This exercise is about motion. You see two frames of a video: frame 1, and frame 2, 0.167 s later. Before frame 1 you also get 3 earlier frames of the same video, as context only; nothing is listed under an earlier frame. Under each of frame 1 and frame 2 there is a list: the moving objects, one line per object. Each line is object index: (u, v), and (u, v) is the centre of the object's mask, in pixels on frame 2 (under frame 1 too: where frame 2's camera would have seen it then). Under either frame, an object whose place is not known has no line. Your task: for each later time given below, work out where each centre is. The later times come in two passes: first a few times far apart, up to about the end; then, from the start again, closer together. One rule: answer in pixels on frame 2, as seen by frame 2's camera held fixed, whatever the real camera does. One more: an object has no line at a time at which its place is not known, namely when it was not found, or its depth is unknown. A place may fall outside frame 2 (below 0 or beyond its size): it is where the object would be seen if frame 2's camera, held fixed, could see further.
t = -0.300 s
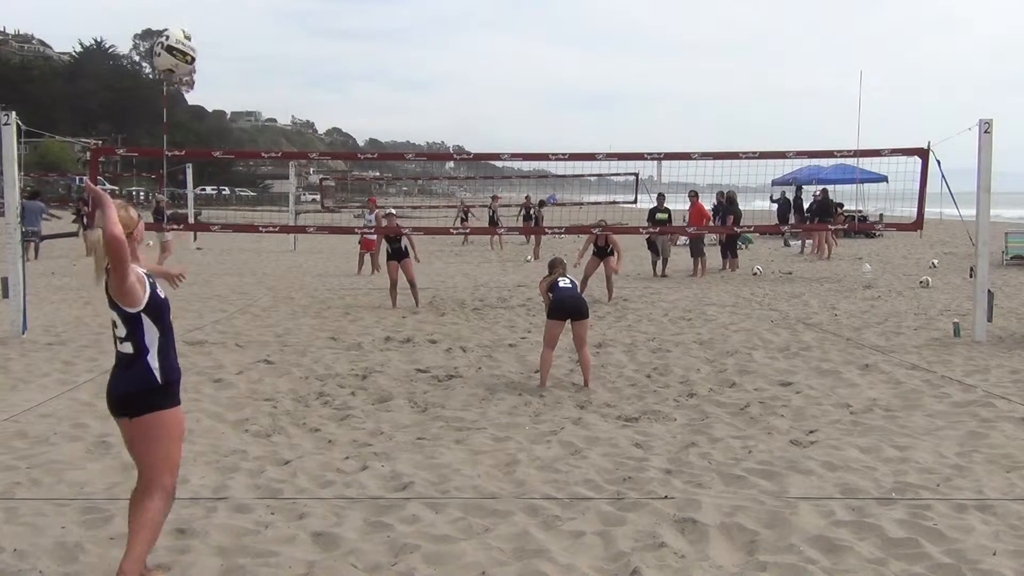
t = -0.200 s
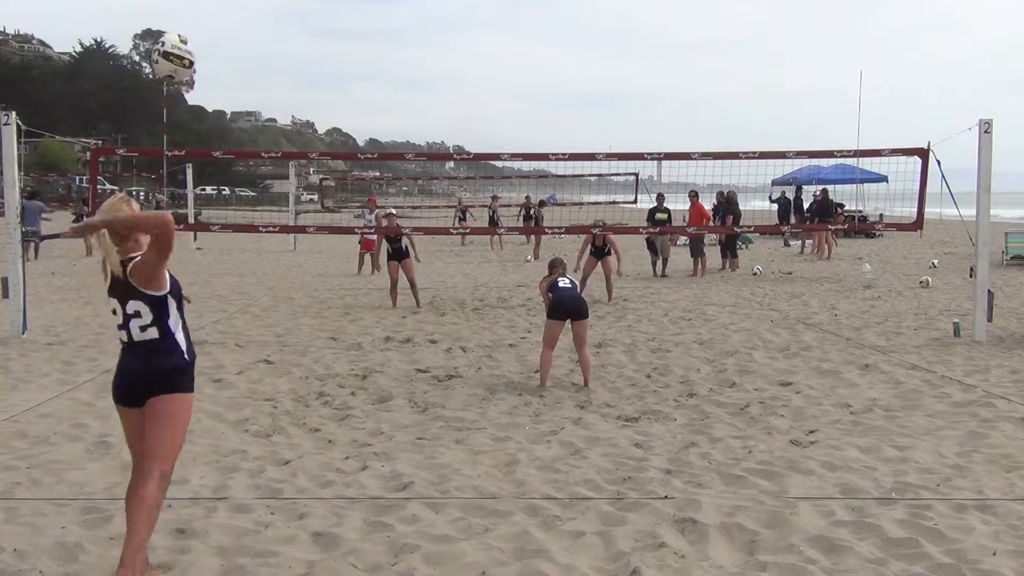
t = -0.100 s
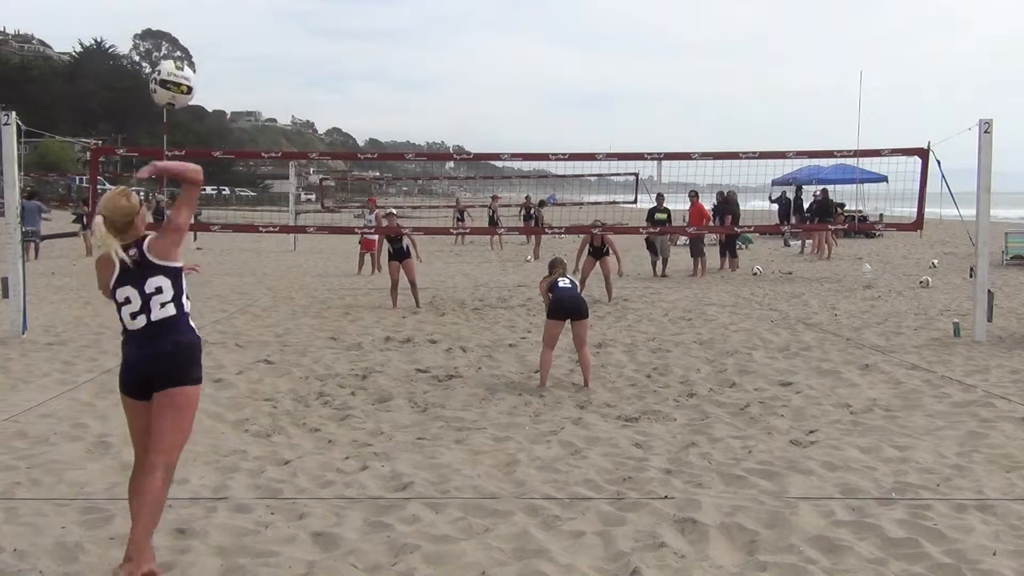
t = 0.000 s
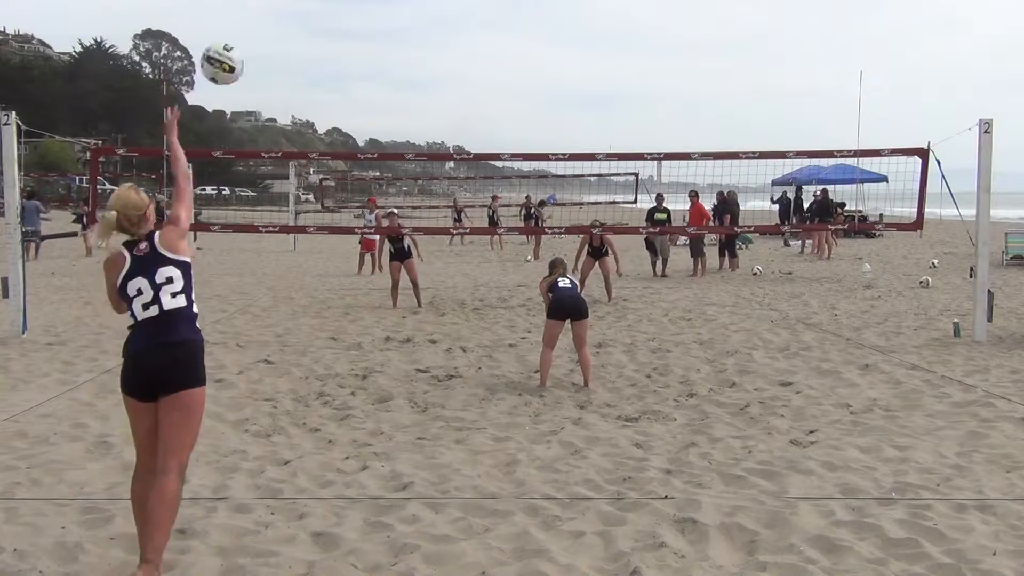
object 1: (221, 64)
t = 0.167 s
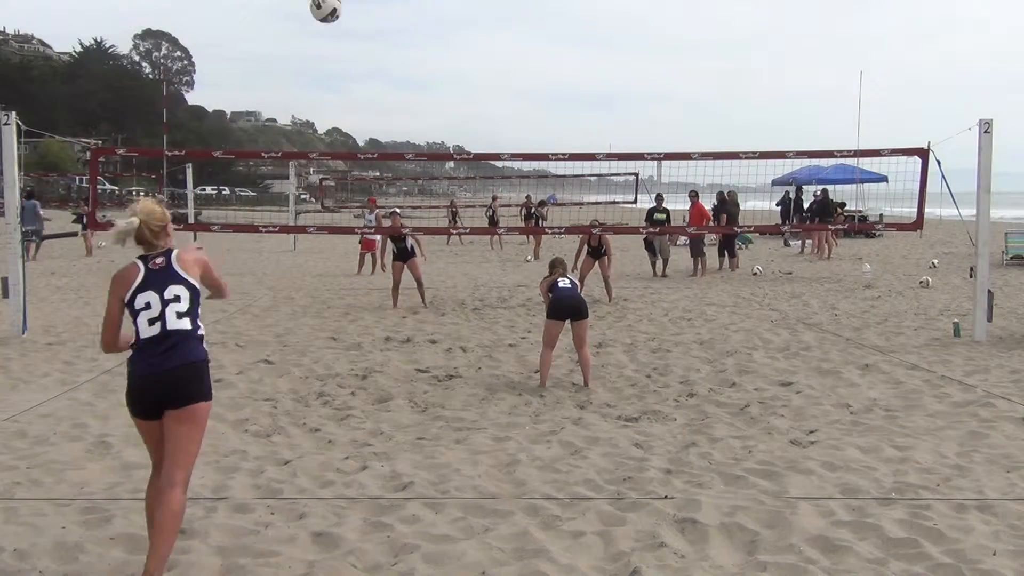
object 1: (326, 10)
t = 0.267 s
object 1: (371, 6)
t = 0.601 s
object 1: (467, 46)
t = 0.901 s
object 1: (510, 134)
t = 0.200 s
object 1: (342, 8)
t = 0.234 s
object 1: (357, 7)
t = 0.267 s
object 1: (371, 6)
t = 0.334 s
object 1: (396, 7)
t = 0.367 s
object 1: (407, 8)
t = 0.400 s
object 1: (417, 10)
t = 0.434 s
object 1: (427, 14)
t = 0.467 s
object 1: (436, 19)
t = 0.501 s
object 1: (445, 25)
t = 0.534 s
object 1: (453, 31)
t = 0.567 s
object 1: (460, 38)
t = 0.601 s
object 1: (467, 46)
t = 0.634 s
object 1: (473, 54)
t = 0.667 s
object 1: (479, 62)
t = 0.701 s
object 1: (485, 71)
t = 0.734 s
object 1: (489, 81)
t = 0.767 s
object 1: (495, 90)
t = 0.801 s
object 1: (499, 102)
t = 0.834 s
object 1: (503, 112)
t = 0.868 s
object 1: (506, 123)
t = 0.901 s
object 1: (510, 134)
